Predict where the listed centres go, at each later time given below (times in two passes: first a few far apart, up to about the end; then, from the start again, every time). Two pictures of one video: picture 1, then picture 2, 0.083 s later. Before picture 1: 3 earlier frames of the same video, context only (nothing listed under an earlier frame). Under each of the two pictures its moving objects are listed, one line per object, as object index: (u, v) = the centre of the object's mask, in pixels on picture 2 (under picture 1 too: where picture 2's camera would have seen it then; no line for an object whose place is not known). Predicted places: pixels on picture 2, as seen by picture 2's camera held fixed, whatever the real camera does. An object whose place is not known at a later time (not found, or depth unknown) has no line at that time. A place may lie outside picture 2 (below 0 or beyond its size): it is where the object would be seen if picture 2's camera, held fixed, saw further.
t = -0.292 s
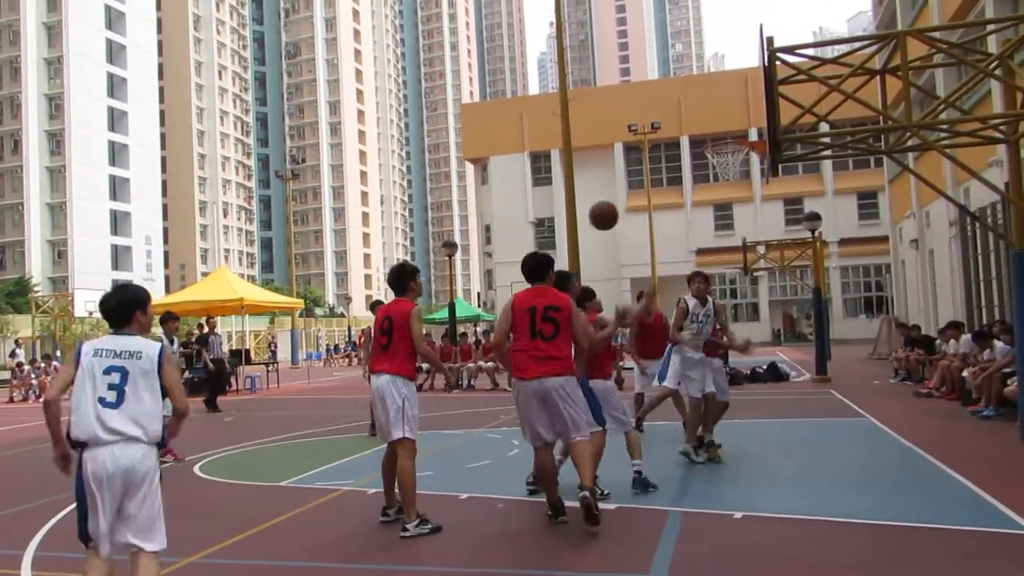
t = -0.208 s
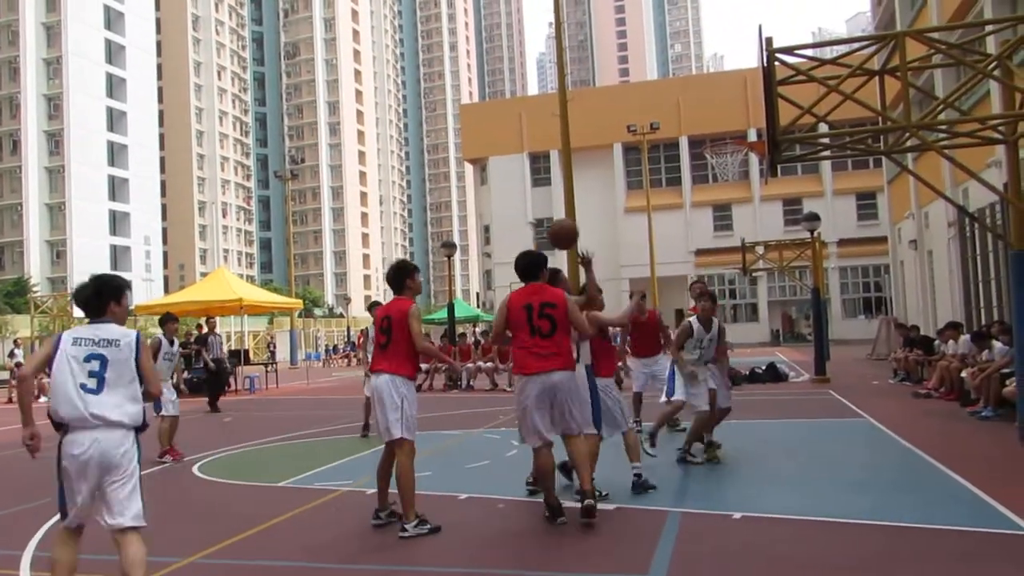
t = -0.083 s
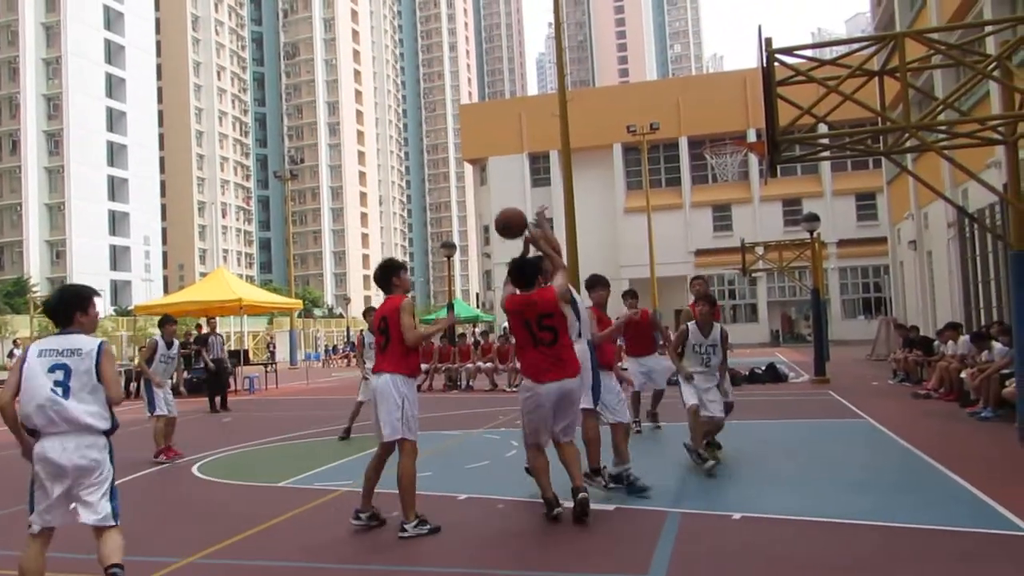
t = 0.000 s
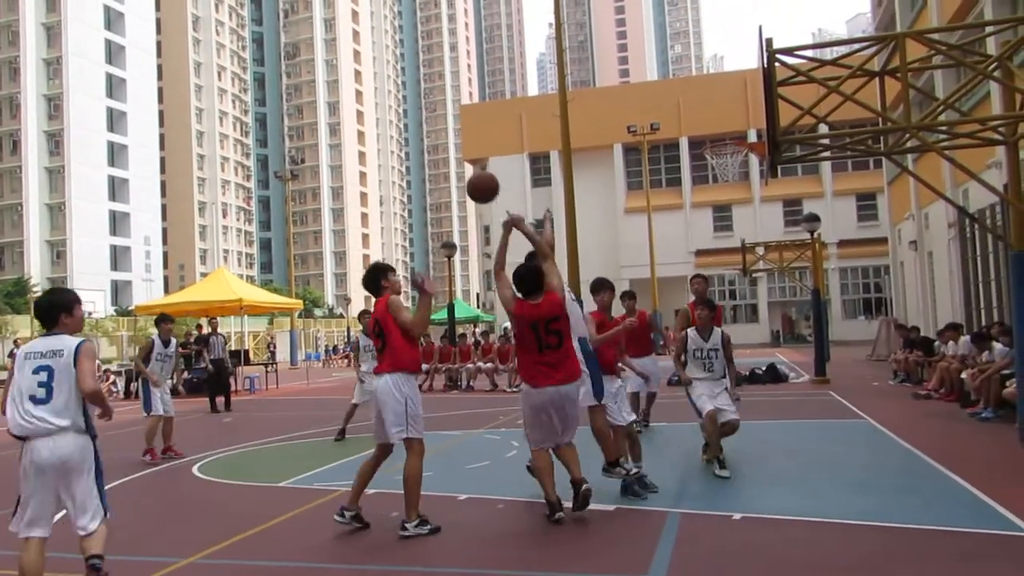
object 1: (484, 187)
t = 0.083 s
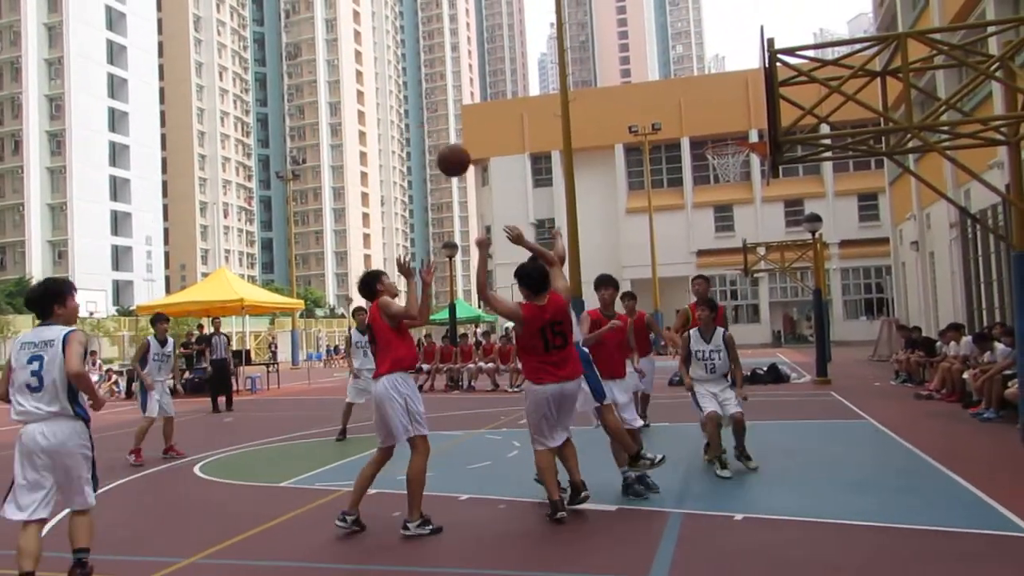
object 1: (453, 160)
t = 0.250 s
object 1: (392, 133)
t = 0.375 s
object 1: (343, 137)
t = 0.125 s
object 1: (438, 150)
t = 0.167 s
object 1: (423, 142)
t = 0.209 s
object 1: (408, 136)
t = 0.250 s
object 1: (392, 133)
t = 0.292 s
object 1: (376, 132)
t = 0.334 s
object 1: (361, 133)
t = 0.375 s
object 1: (343, 137)
